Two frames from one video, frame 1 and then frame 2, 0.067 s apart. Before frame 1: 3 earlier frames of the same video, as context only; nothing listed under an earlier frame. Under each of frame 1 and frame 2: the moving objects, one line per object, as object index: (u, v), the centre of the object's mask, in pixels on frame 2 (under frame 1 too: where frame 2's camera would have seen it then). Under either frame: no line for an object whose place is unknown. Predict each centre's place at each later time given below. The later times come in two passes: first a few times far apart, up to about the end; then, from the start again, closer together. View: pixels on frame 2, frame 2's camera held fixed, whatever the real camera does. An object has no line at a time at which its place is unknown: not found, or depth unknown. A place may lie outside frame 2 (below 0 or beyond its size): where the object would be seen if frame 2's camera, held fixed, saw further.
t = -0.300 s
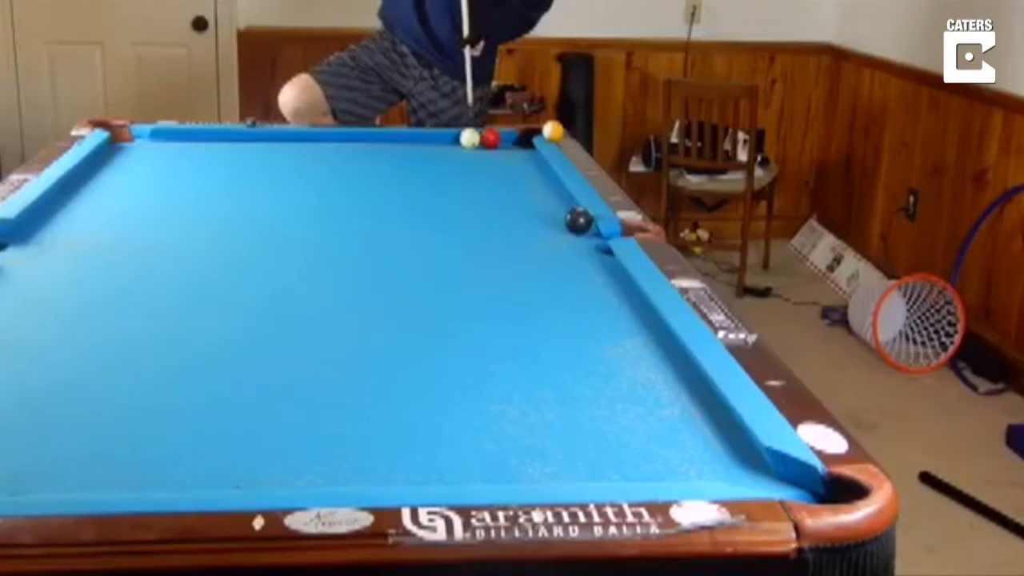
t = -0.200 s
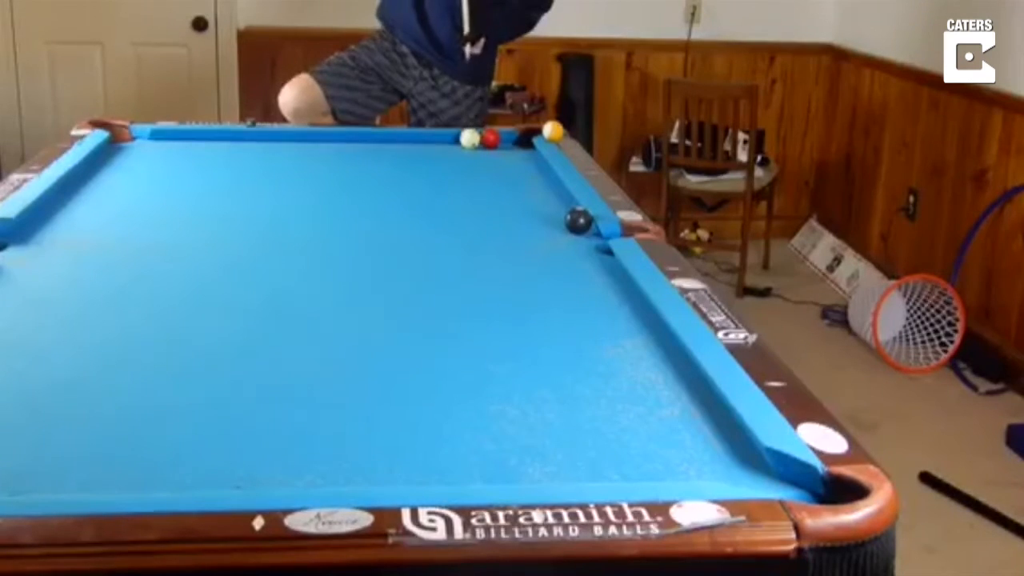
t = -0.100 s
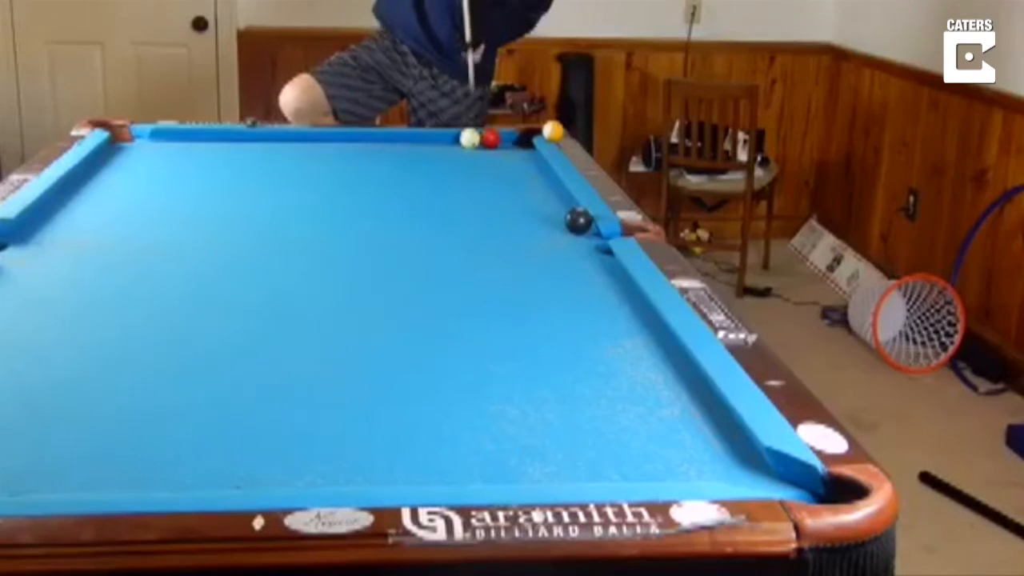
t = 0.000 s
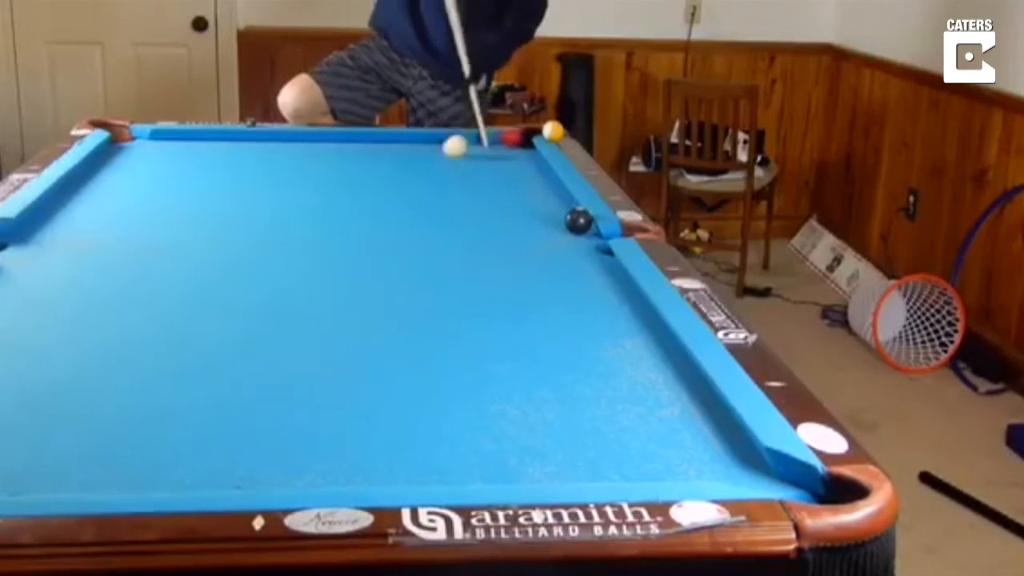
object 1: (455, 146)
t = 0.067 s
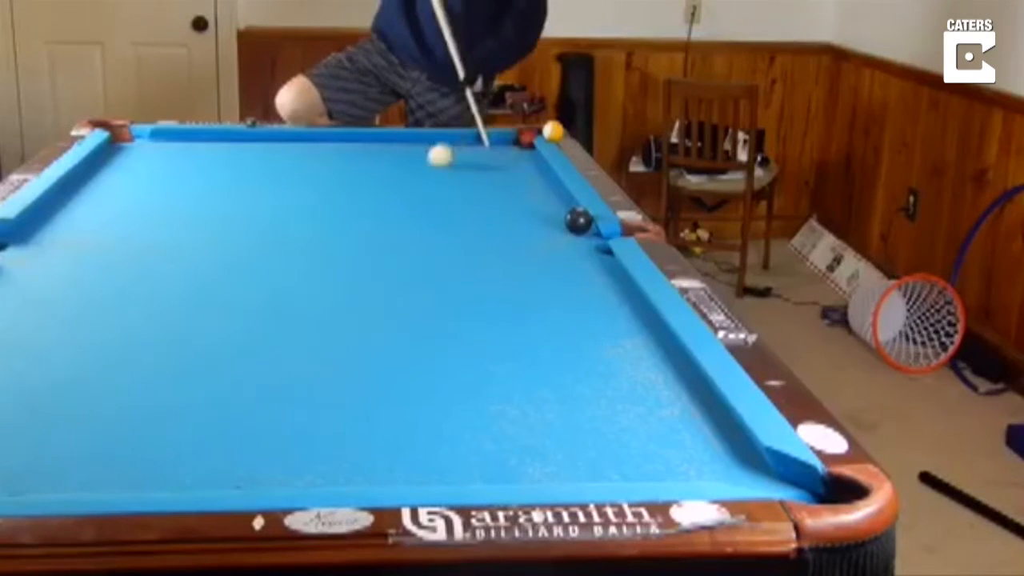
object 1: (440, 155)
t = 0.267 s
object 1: (406, 188)
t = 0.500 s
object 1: (398, 239)
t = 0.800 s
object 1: (472, 342)
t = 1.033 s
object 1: (656, 464)
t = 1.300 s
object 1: (605, 361)
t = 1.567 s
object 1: (494, 298)
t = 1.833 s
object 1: (475, 261)
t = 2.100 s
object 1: (482, 235)
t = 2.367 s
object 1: (488, 213)
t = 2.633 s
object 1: (493, 195)
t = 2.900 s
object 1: (497, 179)
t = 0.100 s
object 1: (433, 161)
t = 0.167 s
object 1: (421, 170)
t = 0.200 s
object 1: (415, 176)
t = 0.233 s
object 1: (411, 182)
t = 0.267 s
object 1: (406, 188)
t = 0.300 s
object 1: (403, 194)
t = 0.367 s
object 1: (398, 208)
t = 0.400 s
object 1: (397, 215)
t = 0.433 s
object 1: (396, 223)
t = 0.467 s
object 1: (397, 230)
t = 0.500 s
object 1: (398, 239)
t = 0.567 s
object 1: (405, 257)
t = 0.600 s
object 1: (409, 268)
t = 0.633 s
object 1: (416, 278)
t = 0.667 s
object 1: (424, 290)
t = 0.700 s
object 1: (433, 301)
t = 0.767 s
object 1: (457, 328)
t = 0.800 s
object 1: (472, 342)
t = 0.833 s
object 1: (490, 358)
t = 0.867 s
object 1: (510, 374)
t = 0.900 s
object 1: (533, 392)
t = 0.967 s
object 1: (590, 432)
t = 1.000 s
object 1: (625, 455)
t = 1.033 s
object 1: (656, 464)
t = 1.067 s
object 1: (673, 454)
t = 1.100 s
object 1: (686, 437)
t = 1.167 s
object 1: (707, 407)
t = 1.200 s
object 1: (683, 395)
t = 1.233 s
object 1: (656, 383)
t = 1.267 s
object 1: (629, 372)
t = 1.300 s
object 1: (605, 361)
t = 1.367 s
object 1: (567, 343)
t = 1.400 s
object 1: (551, 334)
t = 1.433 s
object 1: (536, 326)
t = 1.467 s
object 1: (524, 319)
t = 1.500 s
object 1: (511, 312)
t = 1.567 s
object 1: (494, 298)
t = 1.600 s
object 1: (488, 293)
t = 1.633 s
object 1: (483, 287)
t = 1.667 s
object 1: (479, 282)
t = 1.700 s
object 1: (476, 278)
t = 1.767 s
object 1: (474, 269)
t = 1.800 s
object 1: (474, 265)
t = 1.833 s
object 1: (475, 261)
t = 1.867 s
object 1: (476, 258)
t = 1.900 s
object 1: (477, 254)
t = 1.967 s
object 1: (479, 247)
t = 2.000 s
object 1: (479, 244)
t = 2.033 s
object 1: (480, 241)
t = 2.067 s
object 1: (481, 238)
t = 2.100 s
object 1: (482, 235)
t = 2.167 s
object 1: (483, 229)
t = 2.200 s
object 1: (484, 226)
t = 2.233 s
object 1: (485, 223)
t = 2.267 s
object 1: (486, 221)
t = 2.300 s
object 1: (486, 218)
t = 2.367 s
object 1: (488, 213)
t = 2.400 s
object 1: (488, 211)
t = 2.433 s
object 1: (489, 208)
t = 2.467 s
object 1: (489, 206)
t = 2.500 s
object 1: (490, 203)
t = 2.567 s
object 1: (492, 199)
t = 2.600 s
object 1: (492, 197)
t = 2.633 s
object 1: (493, 195)
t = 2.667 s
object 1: (493, 193)
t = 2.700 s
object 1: (494, 190)
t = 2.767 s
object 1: (495, 186)
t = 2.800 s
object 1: (495, 184)
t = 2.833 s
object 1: (496, 183)
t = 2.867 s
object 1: (497, 181)
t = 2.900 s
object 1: (497, 179)
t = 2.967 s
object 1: (498, 176)
